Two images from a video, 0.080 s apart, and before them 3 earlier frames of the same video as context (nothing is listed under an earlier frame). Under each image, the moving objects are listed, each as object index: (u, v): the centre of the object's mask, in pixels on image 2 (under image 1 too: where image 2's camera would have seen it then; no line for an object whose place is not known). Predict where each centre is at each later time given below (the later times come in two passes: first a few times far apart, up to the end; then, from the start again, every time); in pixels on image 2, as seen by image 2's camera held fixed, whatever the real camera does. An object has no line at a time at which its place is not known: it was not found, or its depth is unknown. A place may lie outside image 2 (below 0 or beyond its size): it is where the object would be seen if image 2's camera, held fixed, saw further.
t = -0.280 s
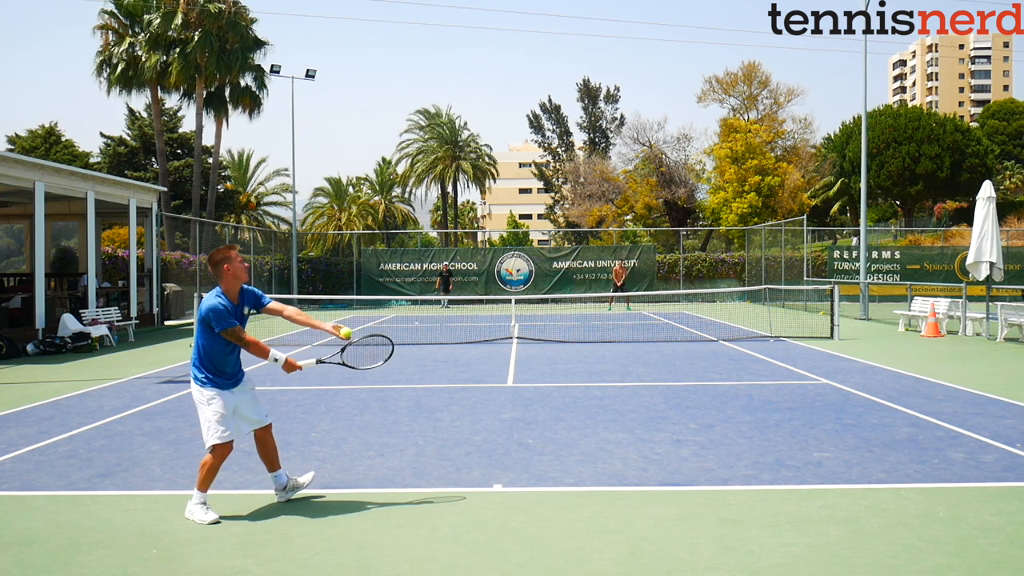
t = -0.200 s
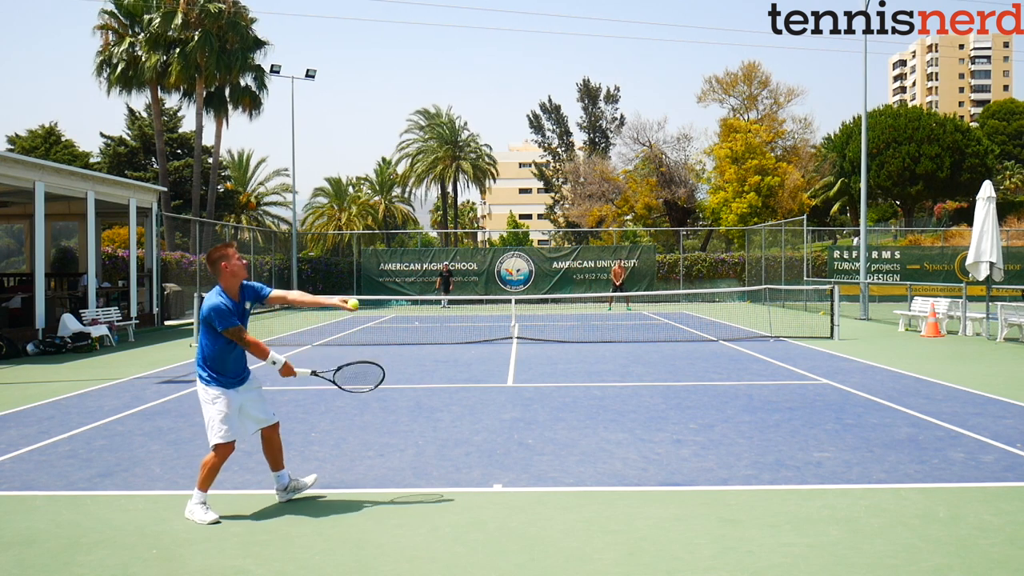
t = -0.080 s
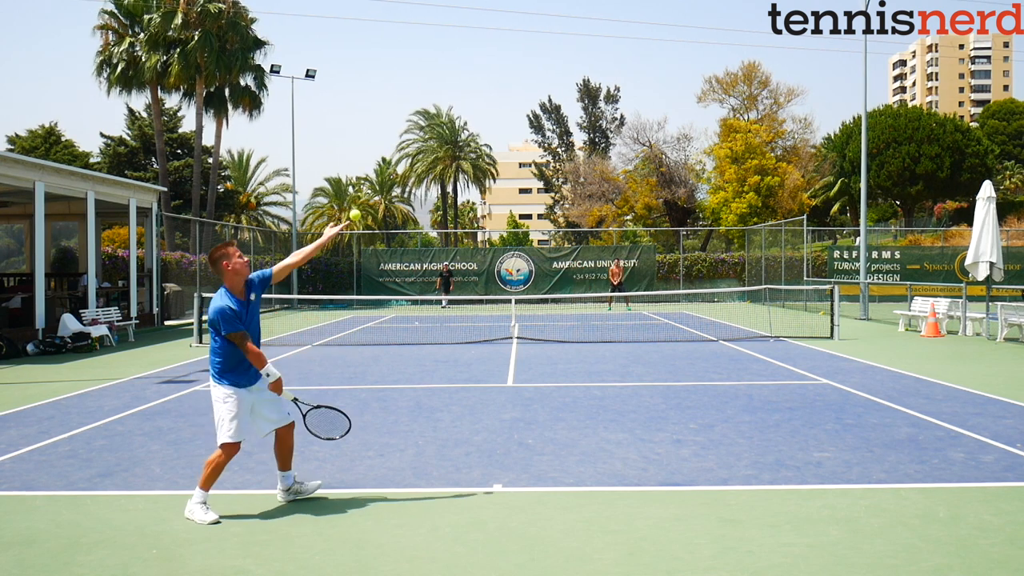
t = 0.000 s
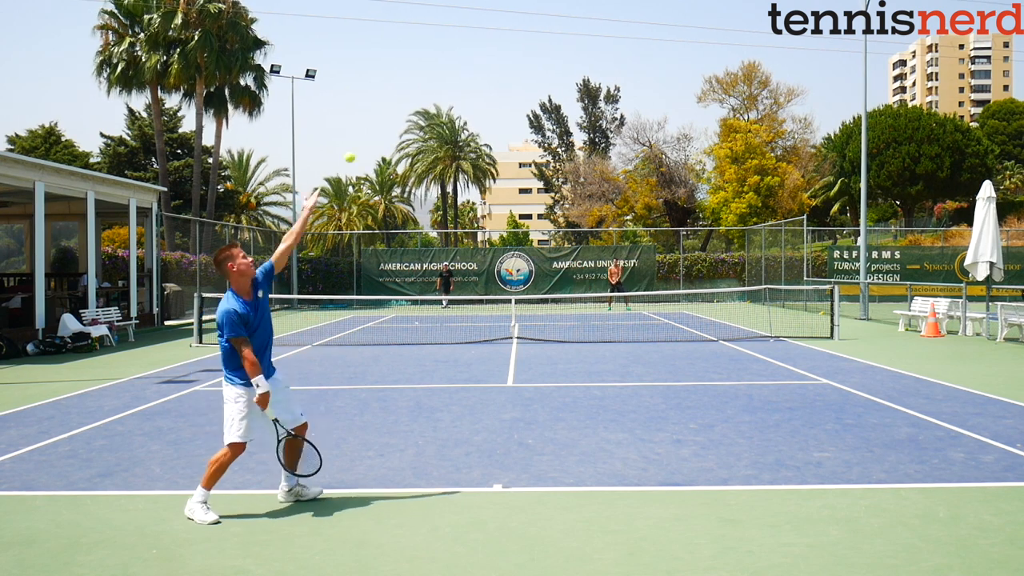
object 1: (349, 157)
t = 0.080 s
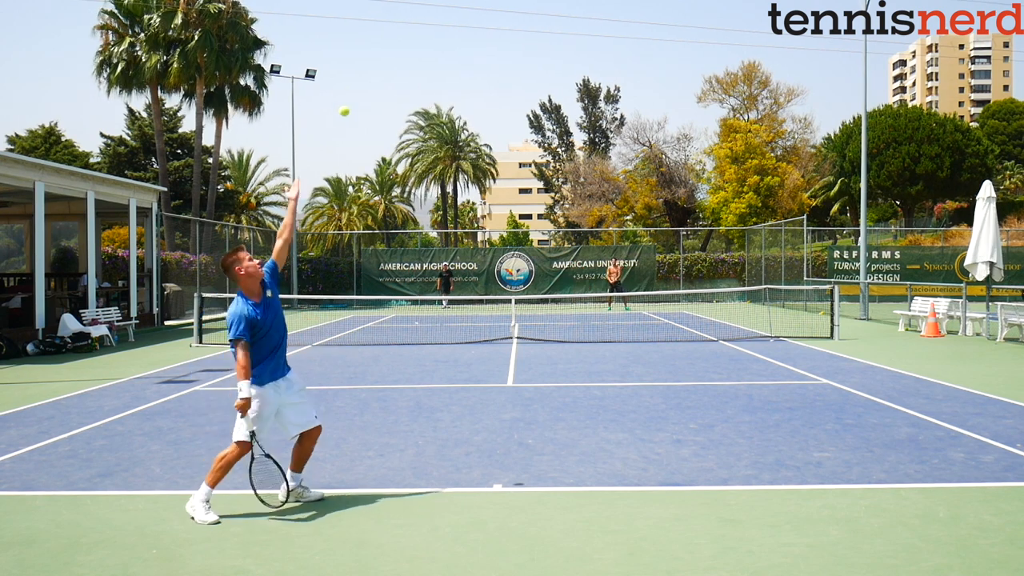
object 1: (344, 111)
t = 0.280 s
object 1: (331, 40)
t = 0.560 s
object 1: (314, 43)
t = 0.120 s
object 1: (341, 91)
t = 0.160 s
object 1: (339, 75)
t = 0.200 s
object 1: (336, 61)
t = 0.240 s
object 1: (334, 49)
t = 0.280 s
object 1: (331, 40)
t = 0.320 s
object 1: (329, 34)
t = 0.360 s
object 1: (326, 30)
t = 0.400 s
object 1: (324, 28)
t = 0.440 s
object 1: (321, 28)
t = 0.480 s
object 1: (319, 31)
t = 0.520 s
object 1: (317, 36)
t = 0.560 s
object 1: (314, 43)
